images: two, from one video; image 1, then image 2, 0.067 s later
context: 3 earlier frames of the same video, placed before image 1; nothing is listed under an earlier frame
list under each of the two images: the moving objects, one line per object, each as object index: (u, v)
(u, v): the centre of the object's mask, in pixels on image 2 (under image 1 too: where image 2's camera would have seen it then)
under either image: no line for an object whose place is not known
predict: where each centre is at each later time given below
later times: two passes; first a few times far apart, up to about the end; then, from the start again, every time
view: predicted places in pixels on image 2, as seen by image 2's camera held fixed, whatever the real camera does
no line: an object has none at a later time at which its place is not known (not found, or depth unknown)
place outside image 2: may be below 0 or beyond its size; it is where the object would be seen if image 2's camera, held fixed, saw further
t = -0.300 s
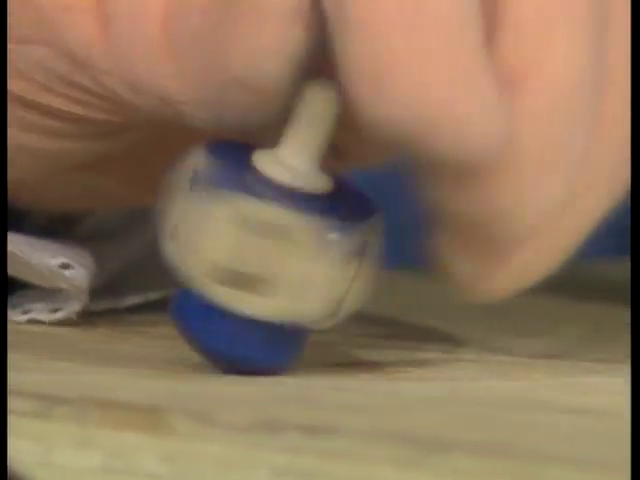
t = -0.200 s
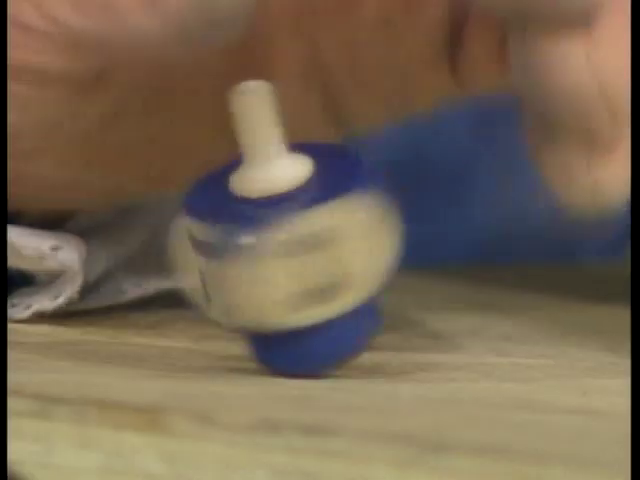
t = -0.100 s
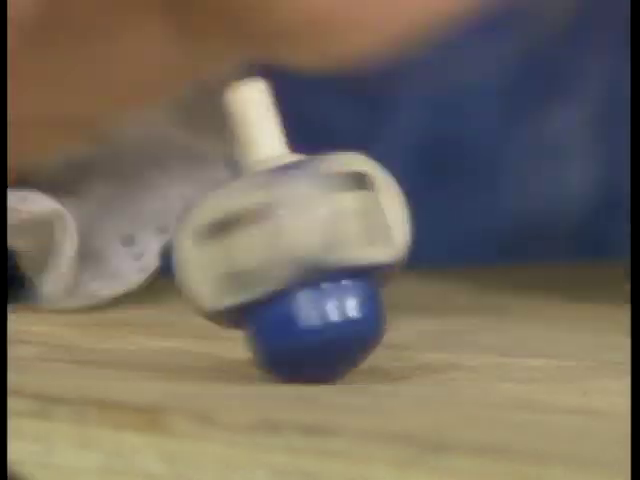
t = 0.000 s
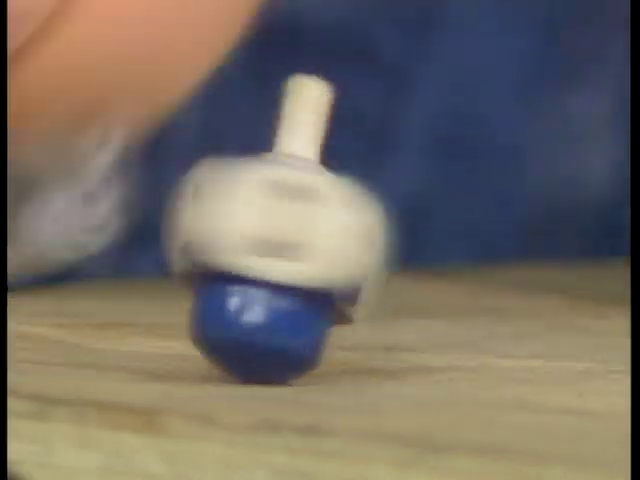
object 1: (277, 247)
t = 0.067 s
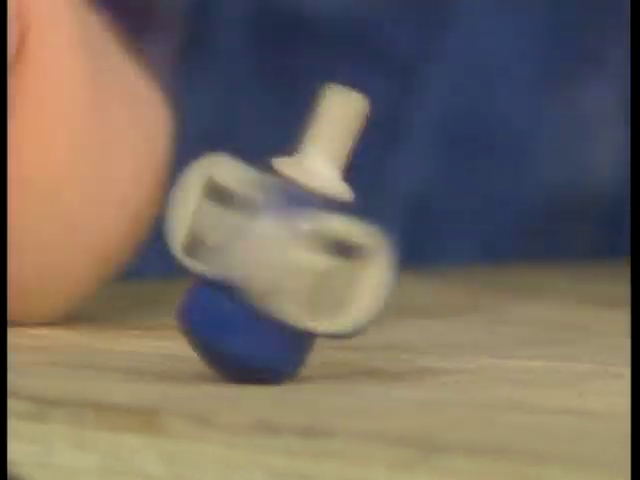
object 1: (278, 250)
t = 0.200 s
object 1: (351, 254)
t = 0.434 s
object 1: (466, 261)
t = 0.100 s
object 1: (295, 254)
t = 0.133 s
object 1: (313, 251)
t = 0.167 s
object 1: (332, 253)
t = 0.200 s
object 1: (351, 254)
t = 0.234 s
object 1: (362, 252)
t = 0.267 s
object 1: (378, 247)
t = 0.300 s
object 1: (394, 248)
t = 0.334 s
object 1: (403, 251)
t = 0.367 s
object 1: (418, 256)
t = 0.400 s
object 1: (446, 261)
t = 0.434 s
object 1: (466, 261)
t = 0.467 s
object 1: (488, 266)
